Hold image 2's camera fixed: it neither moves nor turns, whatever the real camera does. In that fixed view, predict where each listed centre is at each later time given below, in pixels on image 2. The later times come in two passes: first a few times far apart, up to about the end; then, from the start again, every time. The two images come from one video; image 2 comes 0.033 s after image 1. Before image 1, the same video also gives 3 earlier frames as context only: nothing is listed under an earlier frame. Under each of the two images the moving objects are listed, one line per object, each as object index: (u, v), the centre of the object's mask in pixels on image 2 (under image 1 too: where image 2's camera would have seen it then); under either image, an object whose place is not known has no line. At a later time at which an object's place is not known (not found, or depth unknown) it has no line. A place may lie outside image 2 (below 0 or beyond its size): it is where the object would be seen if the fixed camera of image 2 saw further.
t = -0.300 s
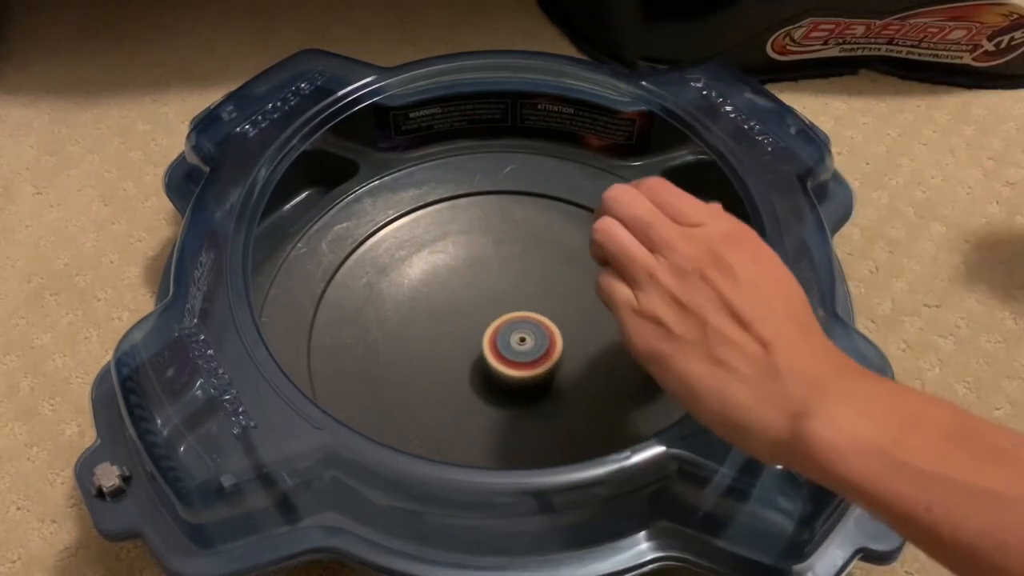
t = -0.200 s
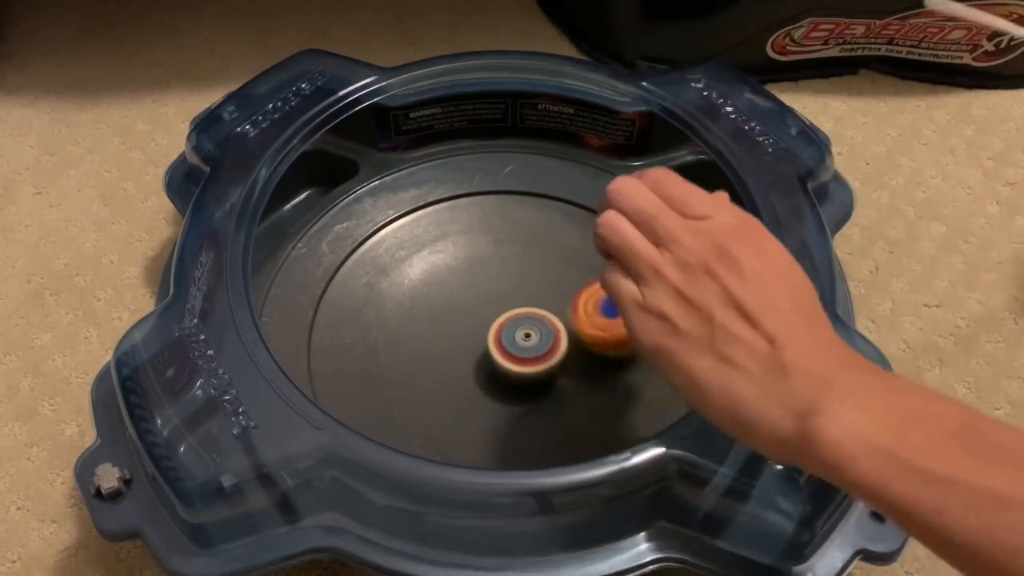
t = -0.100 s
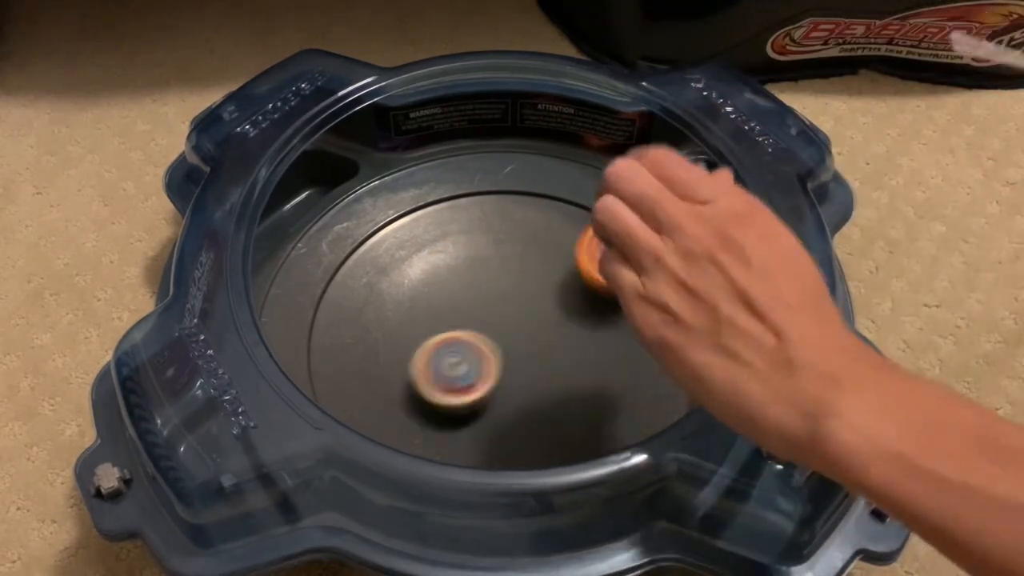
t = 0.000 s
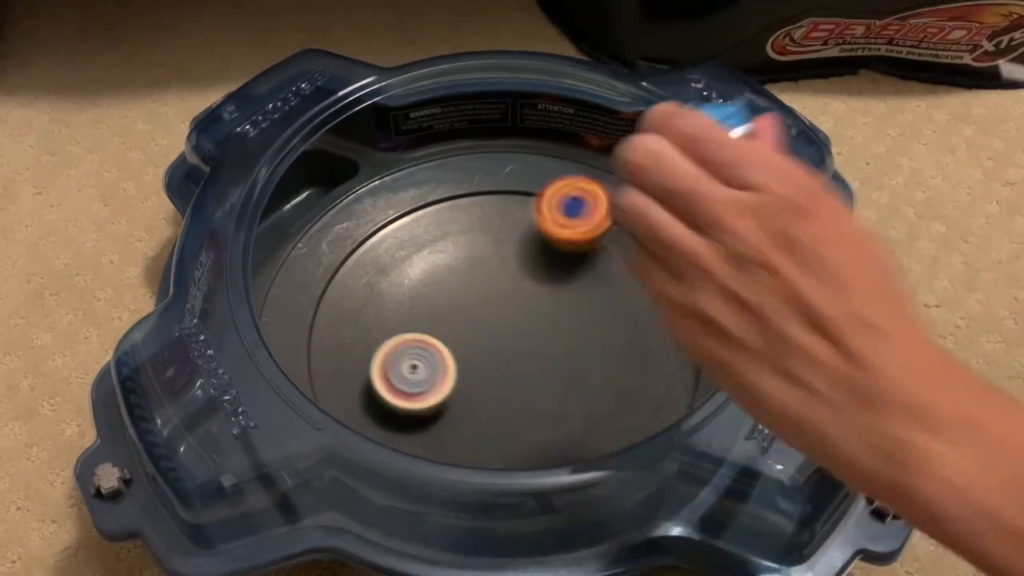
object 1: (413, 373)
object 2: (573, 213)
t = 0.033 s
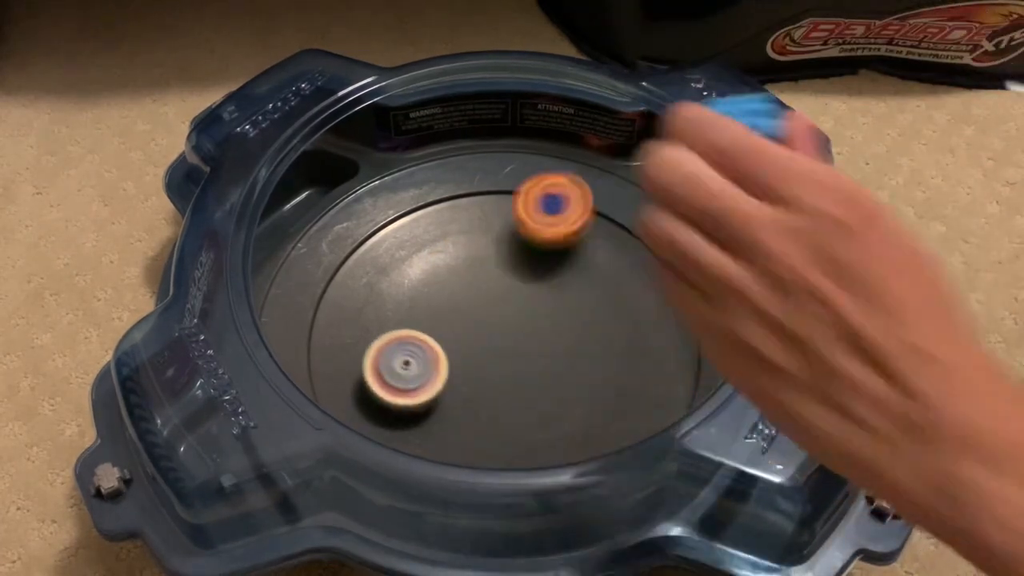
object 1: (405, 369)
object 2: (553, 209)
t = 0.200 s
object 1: (377, 341)
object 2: (457, 278)
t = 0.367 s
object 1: (376, 344)
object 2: (482, 340)
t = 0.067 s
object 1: (398, 365)
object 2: (530, 213)
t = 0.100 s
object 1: (391, 360)
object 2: (508, 222)
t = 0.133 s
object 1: (386, 355)
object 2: (485, 237)
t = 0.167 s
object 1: (381, 349)
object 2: (468, 256)
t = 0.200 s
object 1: (377, 341)
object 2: (457, 278)
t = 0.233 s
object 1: (374, 336)
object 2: (450, 300)
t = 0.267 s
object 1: (371, 340)
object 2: (453, 311)
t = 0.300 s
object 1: (371, 342)
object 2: (460, 322)
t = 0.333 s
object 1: (372, 343)
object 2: (470, 331)
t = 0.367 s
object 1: (376, 344)
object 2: (482, 340)
